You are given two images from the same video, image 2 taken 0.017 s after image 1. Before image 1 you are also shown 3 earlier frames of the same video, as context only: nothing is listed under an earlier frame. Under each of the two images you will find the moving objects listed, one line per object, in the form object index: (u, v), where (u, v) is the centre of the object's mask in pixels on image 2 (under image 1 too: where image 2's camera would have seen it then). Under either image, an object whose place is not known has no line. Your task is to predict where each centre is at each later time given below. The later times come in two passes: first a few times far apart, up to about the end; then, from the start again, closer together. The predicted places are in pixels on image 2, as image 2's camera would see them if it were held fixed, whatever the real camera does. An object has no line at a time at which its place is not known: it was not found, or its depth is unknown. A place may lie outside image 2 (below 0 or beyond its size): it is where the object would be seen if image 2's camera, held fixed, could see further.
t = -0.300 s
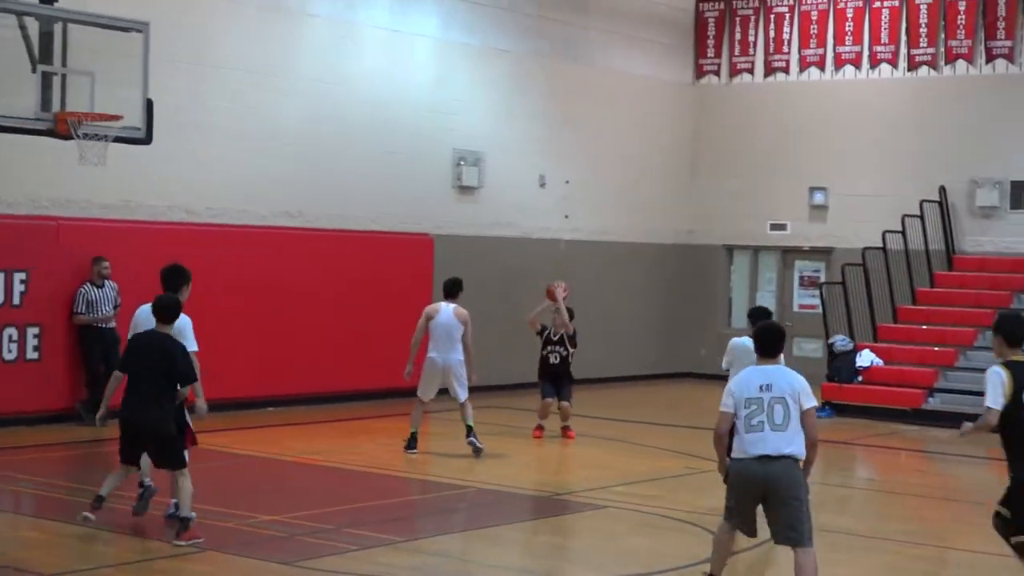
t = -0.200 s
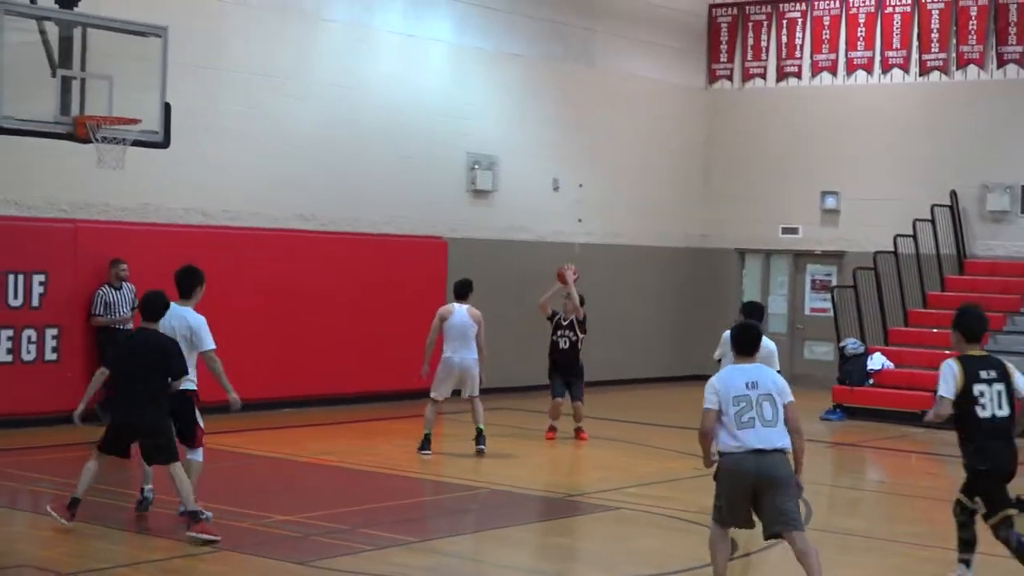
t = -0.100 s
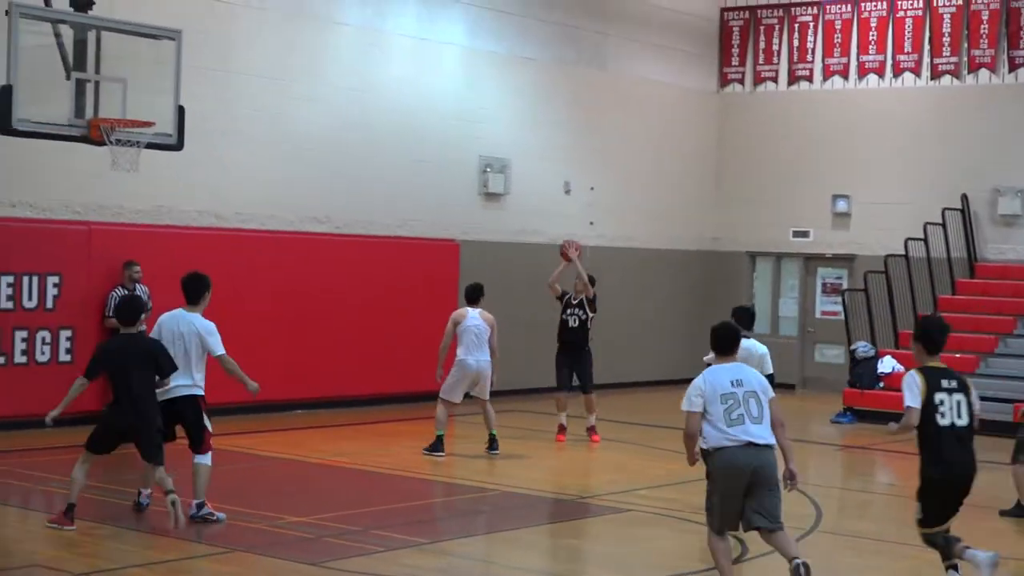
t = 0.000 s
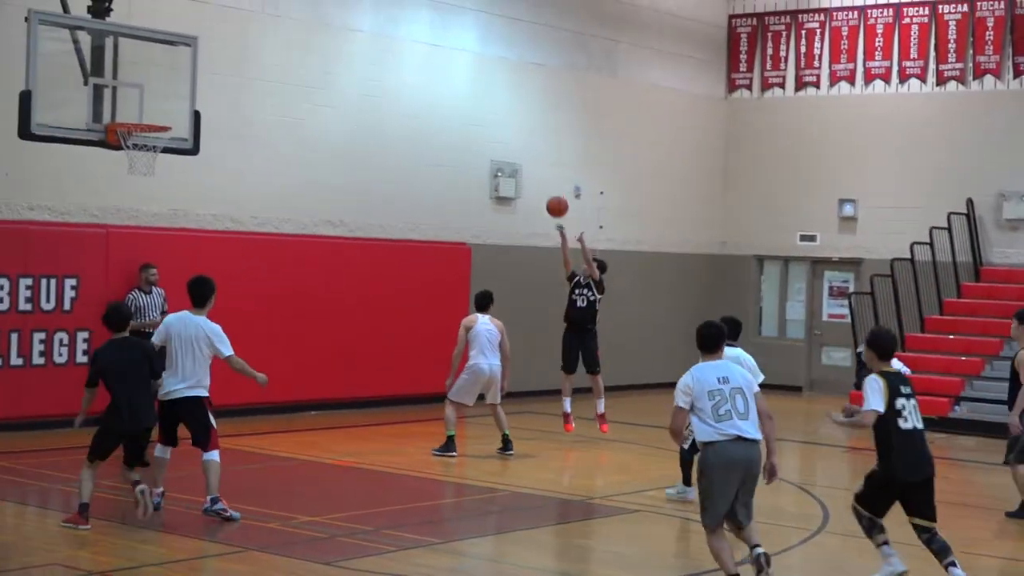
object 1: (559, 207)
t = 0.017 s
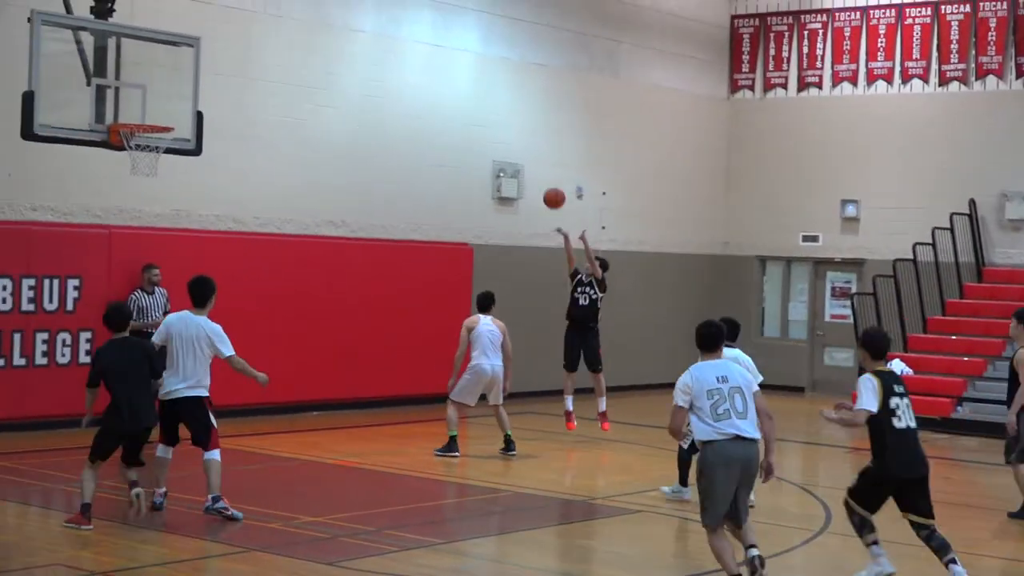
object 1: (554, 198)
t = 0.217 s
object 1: (487, 109)
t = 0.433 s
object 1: (406, 48)
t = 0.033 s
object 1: (549, 189)
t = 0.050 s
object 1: (544, 181)
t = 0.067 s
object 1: (538, 173)
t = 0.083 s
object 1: (532, 165)
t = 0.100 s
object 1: (527, 157)
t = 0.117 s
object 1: (521, 150)
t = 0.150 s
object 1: (510, 135)
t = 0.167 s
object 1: (504, 128)
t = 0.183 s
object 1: (498, 122)
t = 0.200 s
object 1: (492, 115)
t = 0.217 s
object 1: (487, 109)
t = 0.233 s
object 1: (481, 103)
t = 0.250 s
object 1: (475, 98)
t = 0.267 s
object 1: (469, 92)
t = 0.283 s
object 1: (463, 86)
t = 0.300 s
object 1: (456, 81)
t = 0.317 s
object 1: (451, 76)
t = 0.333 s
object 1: (444, 71)
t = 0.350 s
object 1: (438, 66)
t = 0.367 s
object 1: (432, 62)
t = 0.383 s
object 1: (425, 58)
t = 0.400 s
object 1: (419, 54)
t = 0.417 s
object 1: (412, 51)
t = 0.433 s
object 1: (406, 48)
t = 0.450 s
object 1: (399, 44)
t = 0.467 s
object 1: (392, 41)
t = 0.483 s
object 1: (386, 39)
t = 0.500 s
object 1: (379, 36)
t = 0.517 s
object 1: (372, 34)
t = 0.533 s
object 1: (365, 32)
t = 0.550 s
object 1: (358, 31)
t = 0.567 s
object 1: (351, 30)
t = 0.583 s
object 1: (344, 29)
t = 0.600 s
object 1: (336, 28)
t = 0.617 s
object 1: (329, 27)
